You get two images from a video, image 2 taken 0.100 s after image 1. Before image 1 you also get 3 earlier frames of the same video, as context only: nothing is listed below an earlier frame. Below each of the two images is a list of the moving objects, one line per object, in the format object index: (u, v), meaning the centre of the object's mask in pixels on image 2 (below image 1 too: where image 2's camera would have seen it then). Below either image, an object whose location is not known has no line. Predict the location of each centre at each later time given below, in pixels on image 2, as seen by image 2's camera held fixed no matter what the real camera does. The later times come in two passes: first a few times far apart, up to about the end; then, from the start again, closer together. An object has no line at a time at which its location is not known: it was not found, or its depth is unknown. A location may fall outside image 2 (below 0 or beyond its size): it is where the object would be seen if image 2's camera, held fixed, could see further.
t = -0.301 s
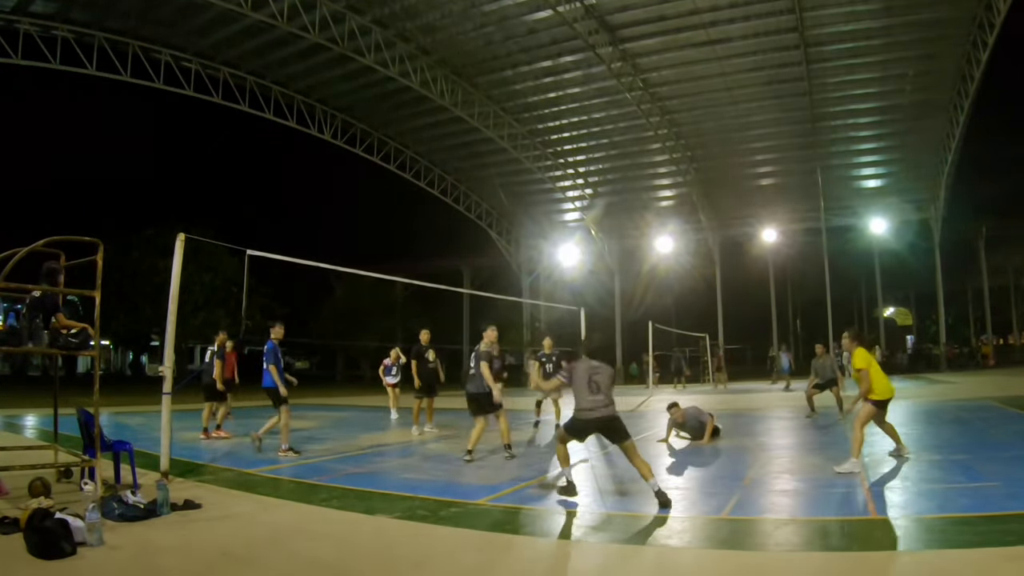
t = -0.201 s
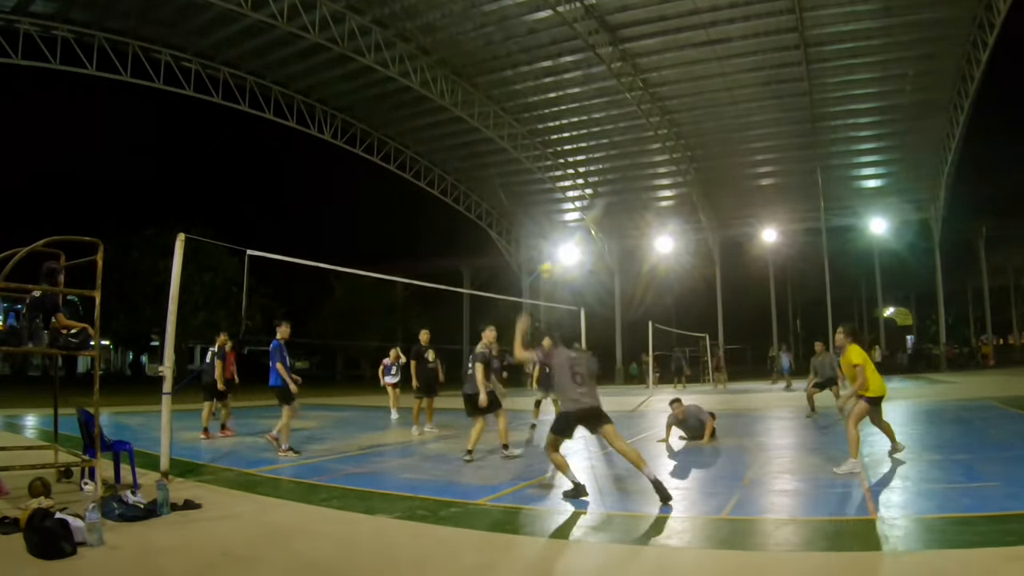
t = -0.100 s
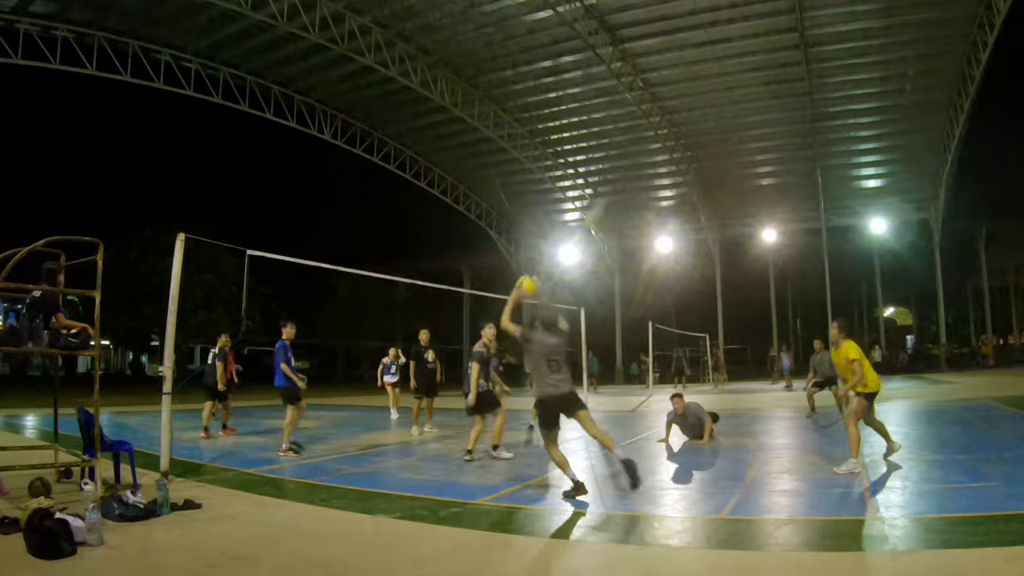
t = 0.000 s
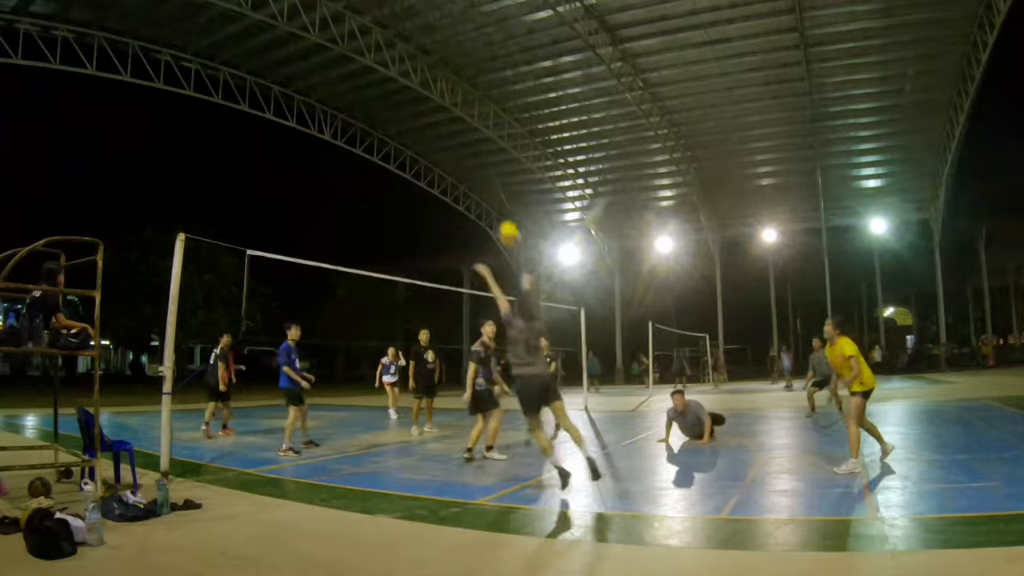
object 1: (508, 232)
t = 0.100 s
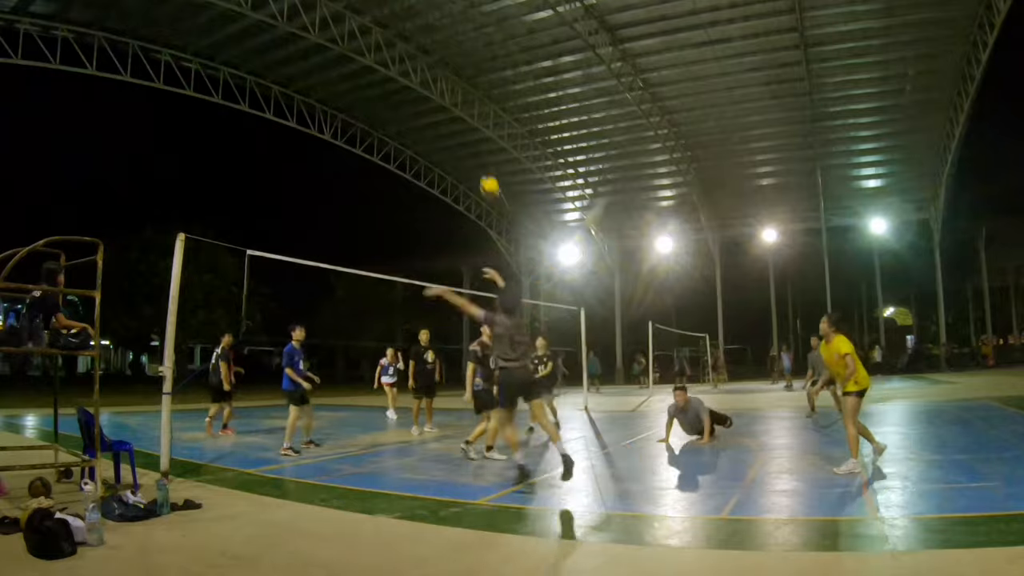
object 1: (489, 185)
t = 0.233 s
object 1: (469, 147)
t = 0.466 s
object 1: (442, 123)
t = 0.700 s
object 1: (422, 135)
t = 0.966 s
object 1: (403, 181)
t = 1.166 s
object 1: (390, 232)
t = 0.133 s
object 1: (483, 173)
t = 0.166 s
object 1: (478, 164)
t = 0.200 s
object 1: (473, 155)
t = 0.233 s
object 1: (469, 147)
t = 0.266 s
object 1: (463, 139)
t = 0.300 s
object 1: (459, 134)
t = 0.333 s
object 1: (455, 130)
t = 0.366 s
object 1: (452, 127)
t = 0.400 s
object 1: (449, 125)
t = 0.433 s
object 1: (445, 124)
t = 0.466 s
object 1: (442, 123)
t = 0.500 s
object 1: (439, 122)
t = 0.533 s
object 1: (436, 122)
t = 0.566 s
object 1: (433, 124)
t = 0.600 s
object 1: (430, 126)
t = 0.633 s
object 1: (428, 129)
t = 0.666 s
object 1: (425, 132)
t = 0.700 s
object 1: (422, 135)
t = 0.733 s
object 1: (419, 139)
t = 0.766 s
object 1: (417, 144)
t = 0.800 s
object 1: (414, 149)
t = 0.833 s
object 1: (412, 154)
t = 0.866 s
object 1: (410, 160)
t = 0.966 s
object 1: (403, 181)
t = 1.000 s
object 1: (401, 188)
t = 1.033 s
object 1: (399, 196)
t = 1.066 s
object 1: (397, 205)
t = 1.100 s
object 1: (394, 213)
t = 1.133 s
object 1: (393, 222)
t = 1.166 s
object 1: (390, 232)
